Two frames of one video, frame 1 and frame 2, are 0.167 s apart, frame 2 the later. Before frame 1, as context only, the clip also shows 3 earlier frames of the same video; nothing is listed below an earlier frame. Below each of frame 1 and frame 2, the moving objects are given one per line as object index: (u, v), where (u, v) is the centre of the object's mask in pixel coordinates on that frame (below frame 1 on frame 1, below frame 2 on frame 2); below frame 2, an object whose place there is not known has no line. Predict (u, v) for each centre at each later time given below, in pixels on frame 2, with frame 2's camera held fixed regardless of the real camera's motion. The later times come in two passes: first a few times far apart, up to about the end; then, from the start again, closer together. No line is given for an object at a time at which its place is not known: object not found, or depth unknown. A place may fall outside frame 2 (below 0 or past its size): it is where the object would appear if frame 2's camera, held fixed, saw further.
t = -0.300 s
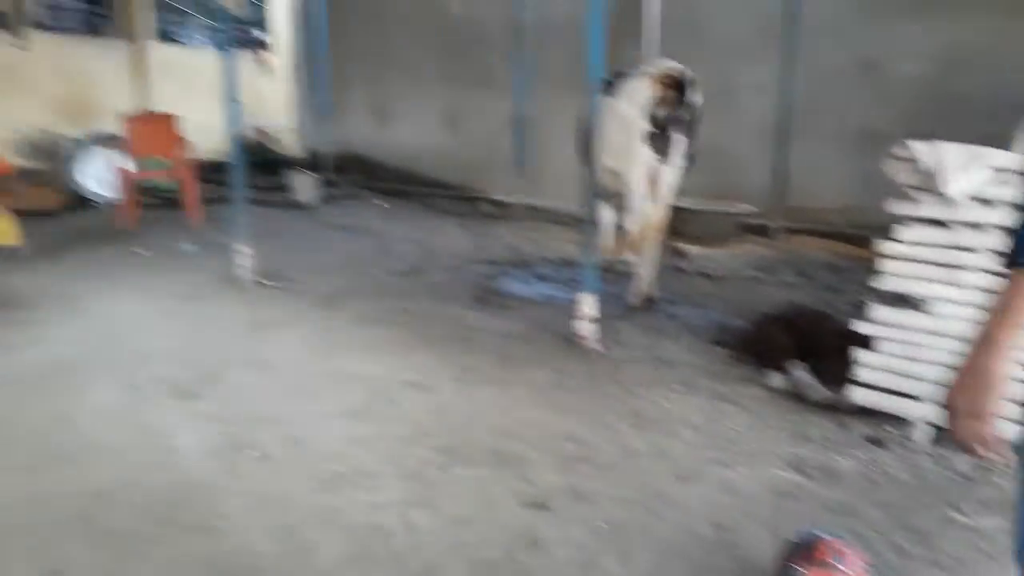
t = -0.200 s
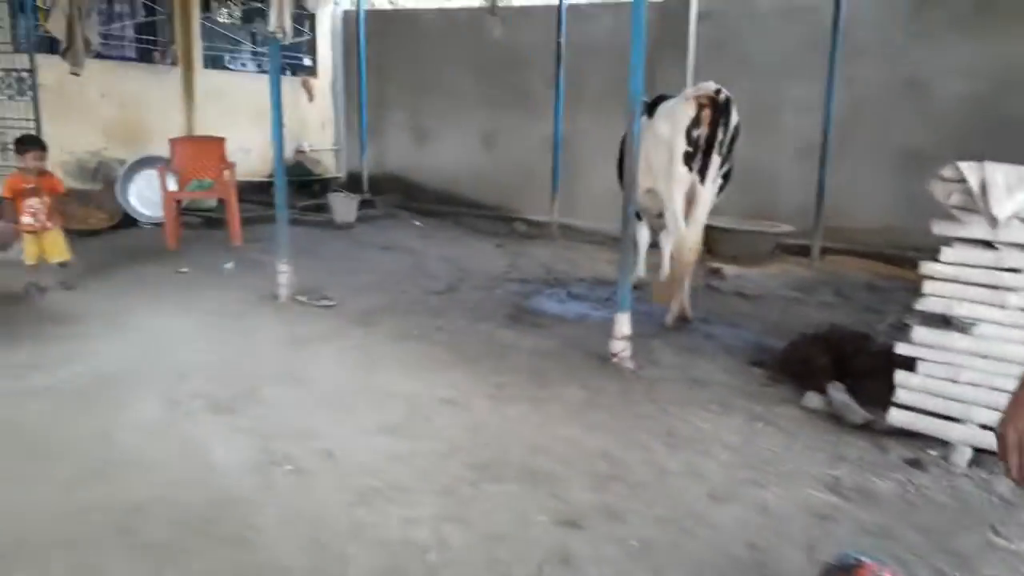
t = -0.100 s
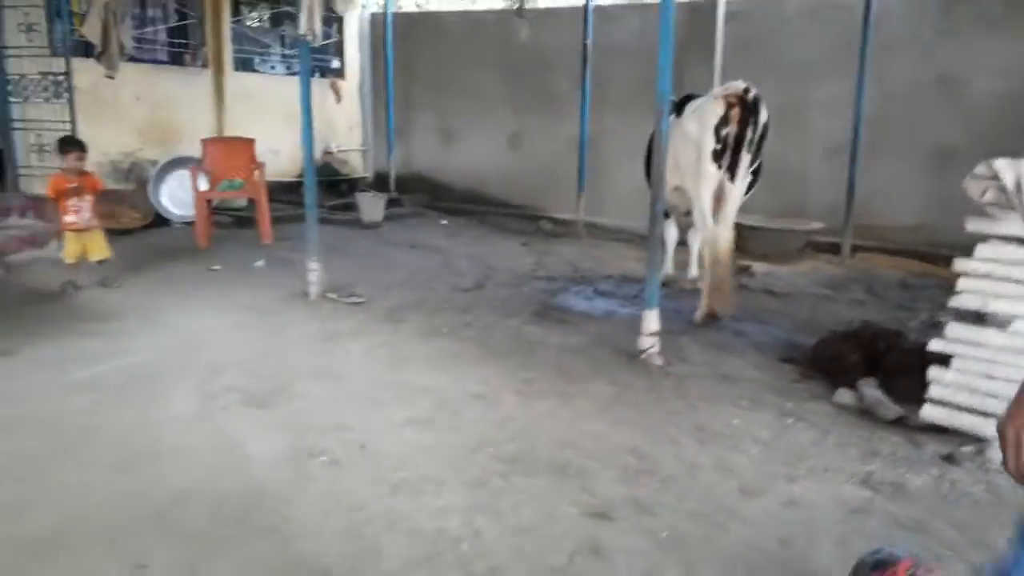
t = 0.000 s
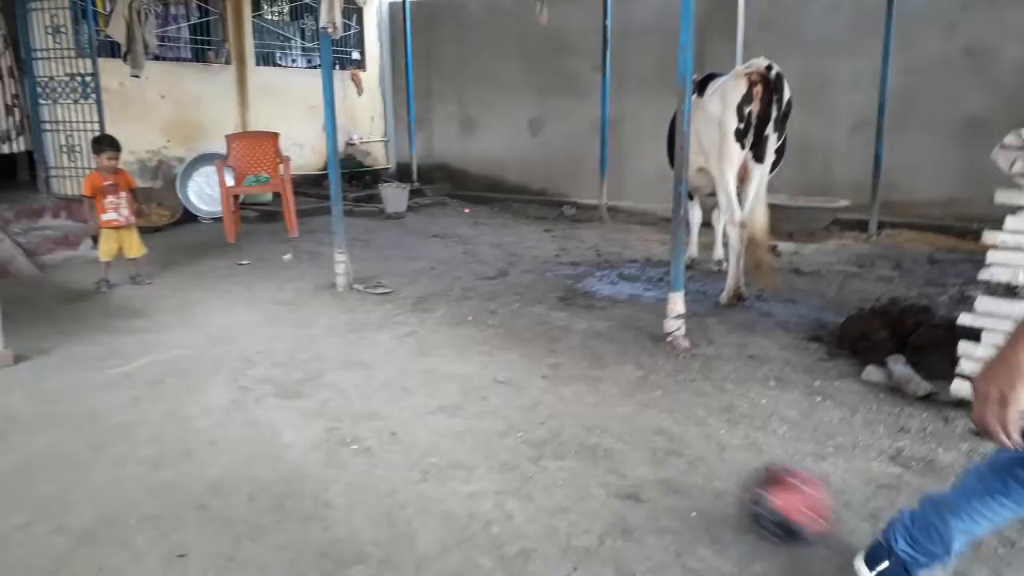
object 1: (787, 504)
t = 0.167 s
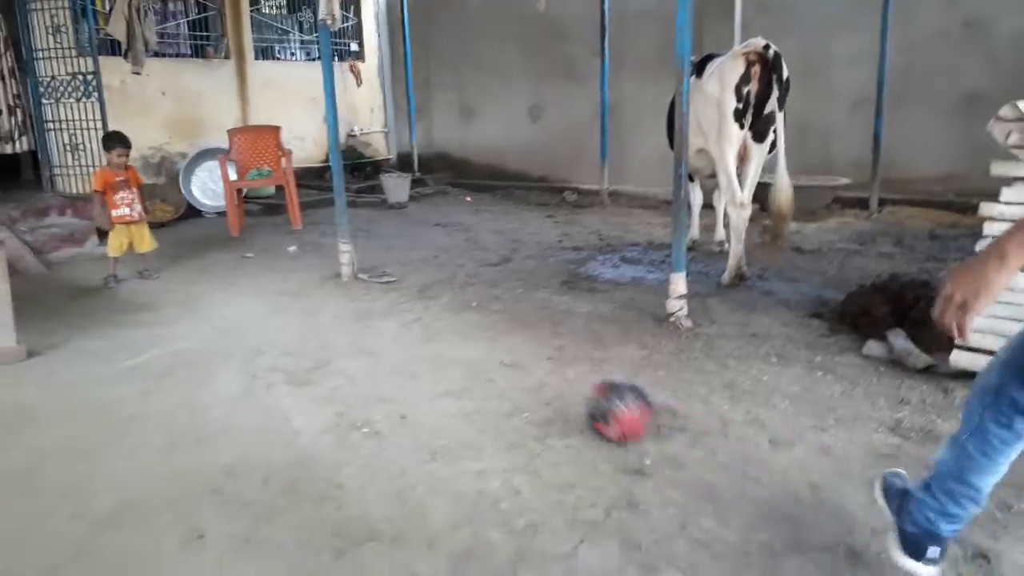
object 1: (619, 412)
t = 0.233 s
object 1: (580, 400)
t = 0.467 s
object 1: (479, 354)
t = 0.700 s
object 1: (405, 333)
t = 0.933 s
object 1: (348, 310)
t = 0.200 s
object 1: (599, 405)
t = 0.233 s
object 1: (580, 400)
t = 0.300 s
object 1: (549, 382)
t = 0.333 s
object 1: (533, 377)
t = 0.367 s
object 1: (519, 374)
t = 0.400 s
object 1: (506, 370)
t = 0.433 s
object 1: (493, 362)
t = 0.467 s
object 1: (479, 354)
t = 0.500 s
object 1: (468, 350)
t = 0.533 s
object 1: (457, 348)
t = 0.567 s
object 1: (447, 349)
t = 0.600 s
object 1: (436, 346)
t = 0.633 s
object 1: (426, 341)
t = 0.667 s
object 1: (415, 337)
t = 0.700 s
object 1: (405, 333)
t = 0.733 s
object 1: (397, 328)
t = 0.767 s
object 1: (388, 324)
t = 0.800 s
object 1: (380, 319)
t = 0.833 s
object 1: (372, 317)
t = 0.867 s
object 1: (363, 315)
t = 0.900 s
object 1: (356, 311)
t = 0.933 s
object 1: (348, 310)
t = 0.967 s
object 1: (342, 308)
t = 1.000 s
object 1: (334, 307)
